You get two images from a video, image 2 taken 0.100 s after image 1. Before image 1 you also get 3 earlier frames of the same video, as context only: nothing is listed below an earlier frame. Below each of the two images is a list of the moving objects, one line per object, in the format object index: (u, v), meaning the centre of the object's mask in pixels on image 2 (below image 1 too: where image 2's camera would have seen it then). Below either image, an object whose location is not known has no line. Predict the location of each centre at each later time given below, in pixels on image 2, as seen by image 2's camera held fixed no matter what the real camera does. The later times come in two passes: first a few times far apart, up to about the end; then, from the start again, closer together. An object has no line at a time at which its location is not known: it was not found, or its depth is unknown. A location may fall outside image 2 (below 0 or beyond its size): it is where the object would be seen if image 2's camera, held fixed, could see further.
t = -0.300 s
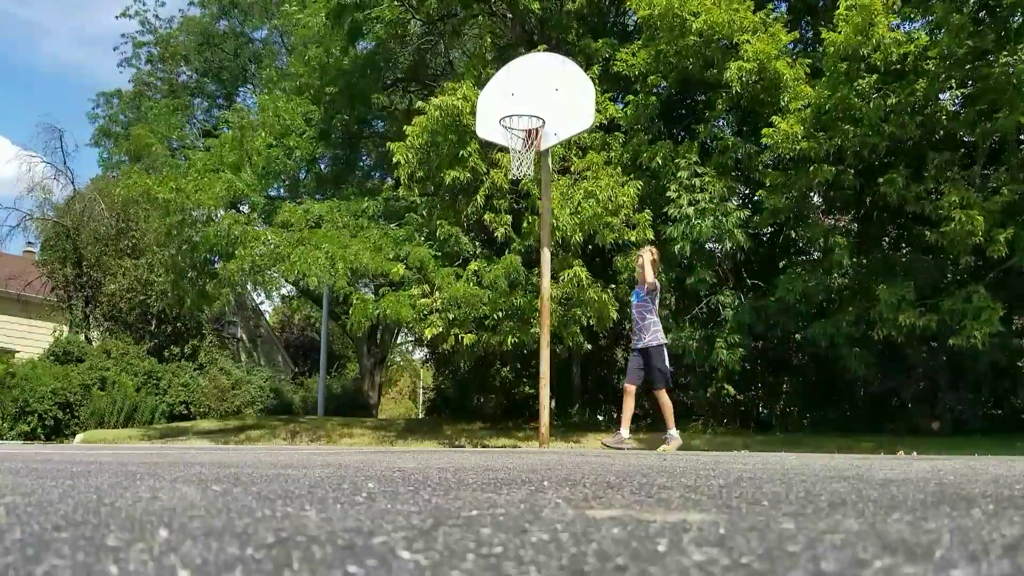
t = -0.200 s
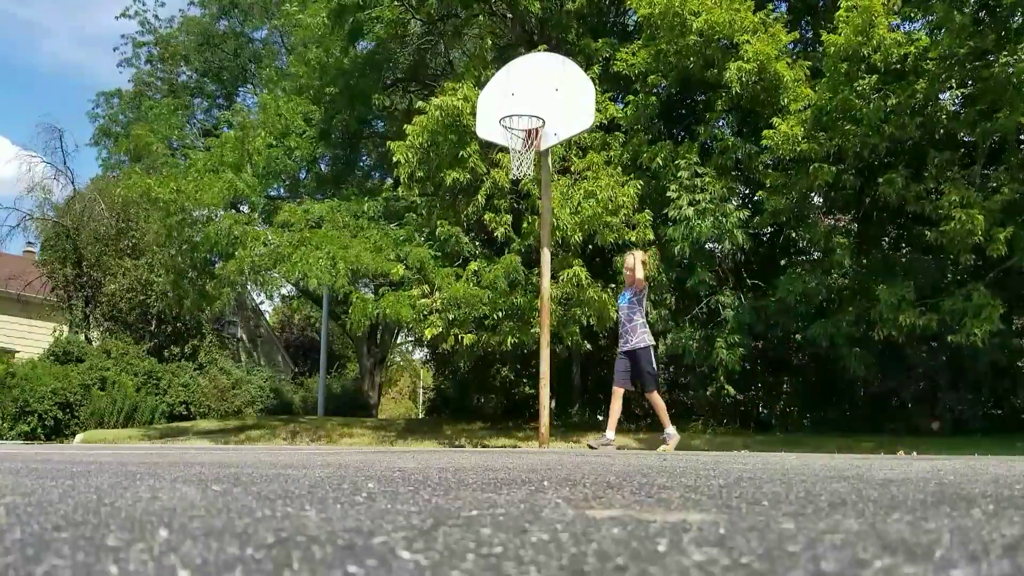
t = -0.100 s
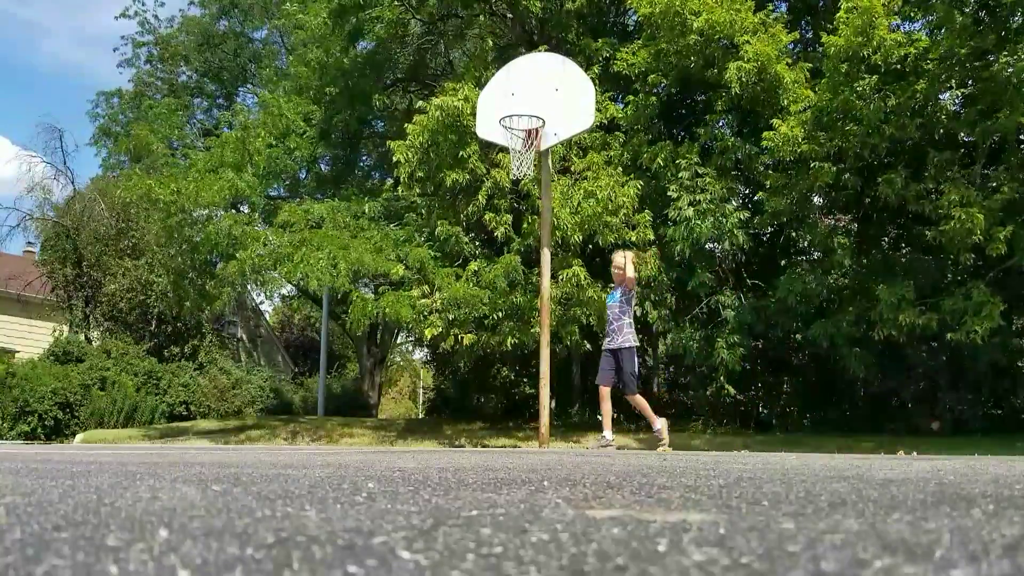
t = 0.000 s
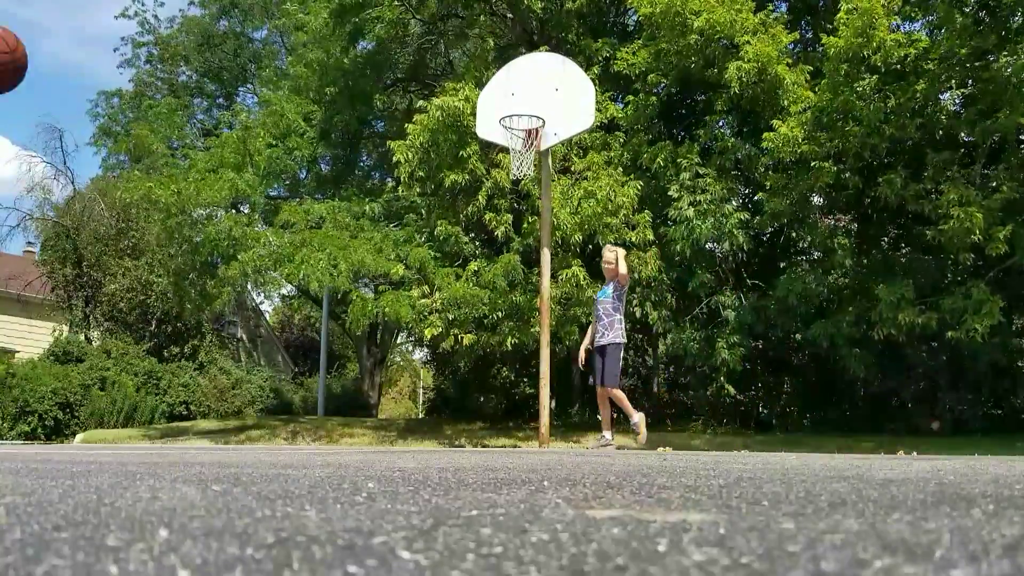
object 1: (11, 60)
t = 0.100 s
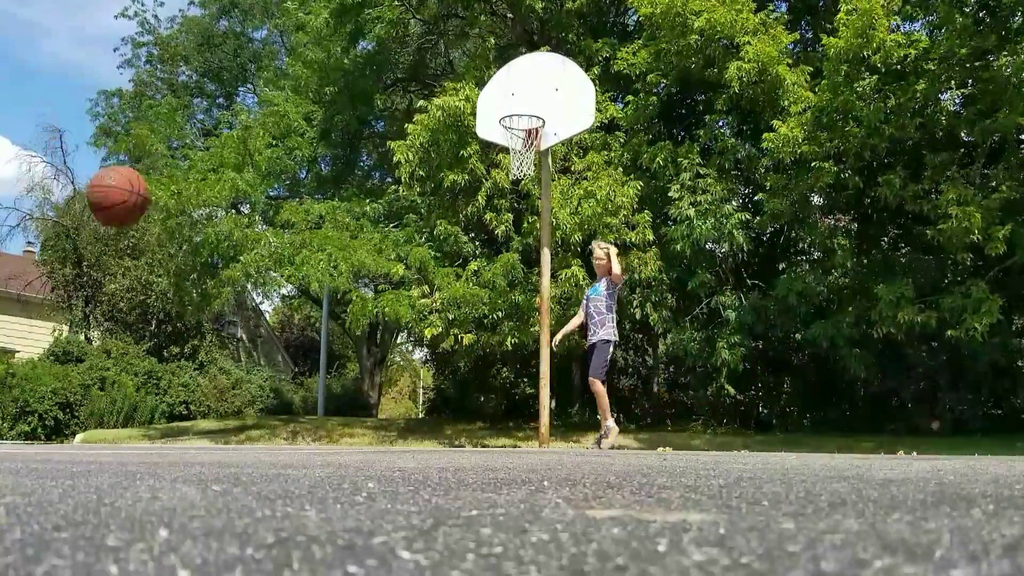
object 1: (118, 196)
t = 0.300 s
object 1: (294, 403)
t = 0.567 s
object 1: (391, 223)
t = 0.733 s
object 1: (435, 197)
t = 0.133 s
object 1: (154, 239)
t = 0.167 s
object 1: (188, 283)
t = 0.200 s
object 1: (219, 325)
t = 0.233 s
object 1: (248, 367)
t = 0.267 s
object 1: (275, 409)
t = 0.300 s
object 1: (294, 403)
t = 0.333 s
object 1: (308, 368)
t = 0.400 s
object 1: (335, 310)
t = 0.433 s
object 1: (347, 287)
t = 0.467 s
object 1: (360, 266)
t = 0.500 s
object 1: (370, 249)
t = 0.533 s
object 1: (381, 235)
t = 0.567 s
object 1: (391, 223)
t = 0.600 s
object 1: (400, 213)
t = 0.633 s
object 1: (409, 206)
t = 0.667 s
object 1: (418, 201)
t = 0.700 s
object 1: (426, 198)
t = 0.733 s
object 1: (435, 197)
